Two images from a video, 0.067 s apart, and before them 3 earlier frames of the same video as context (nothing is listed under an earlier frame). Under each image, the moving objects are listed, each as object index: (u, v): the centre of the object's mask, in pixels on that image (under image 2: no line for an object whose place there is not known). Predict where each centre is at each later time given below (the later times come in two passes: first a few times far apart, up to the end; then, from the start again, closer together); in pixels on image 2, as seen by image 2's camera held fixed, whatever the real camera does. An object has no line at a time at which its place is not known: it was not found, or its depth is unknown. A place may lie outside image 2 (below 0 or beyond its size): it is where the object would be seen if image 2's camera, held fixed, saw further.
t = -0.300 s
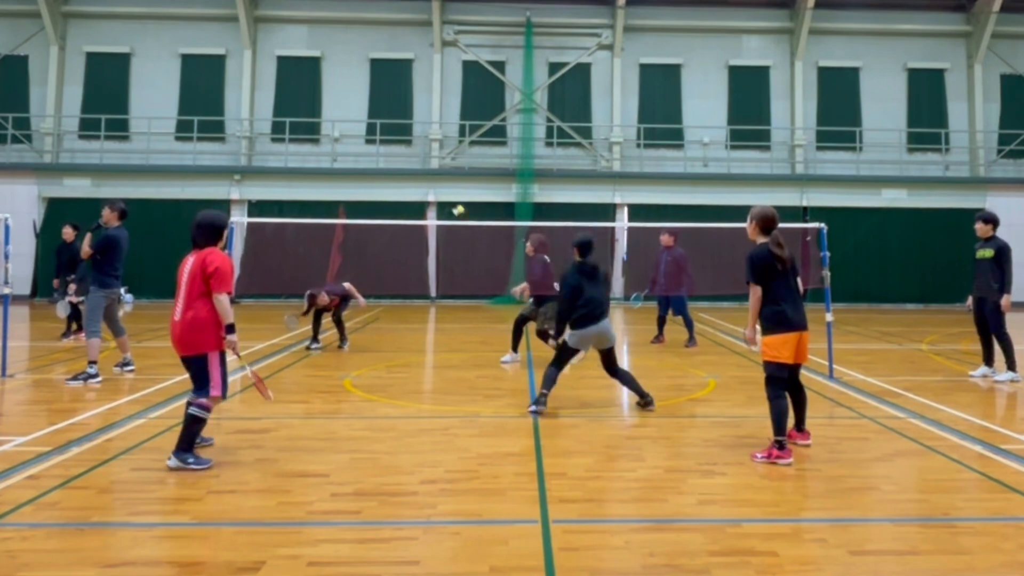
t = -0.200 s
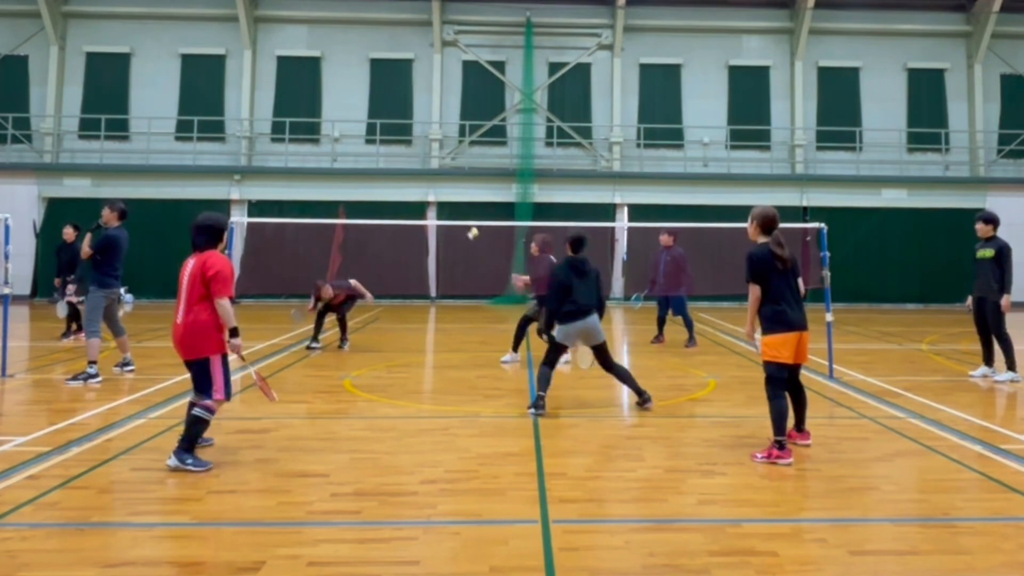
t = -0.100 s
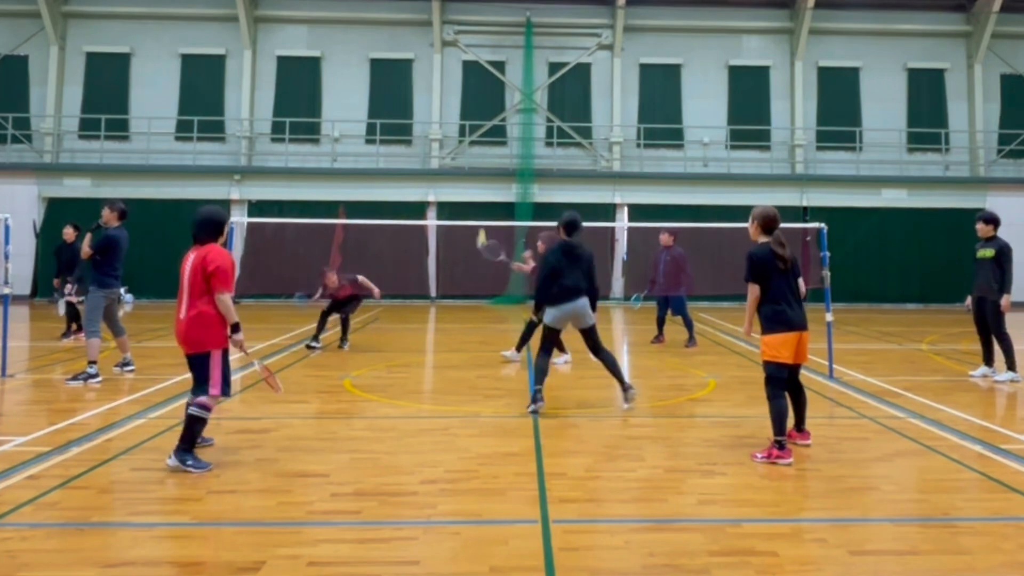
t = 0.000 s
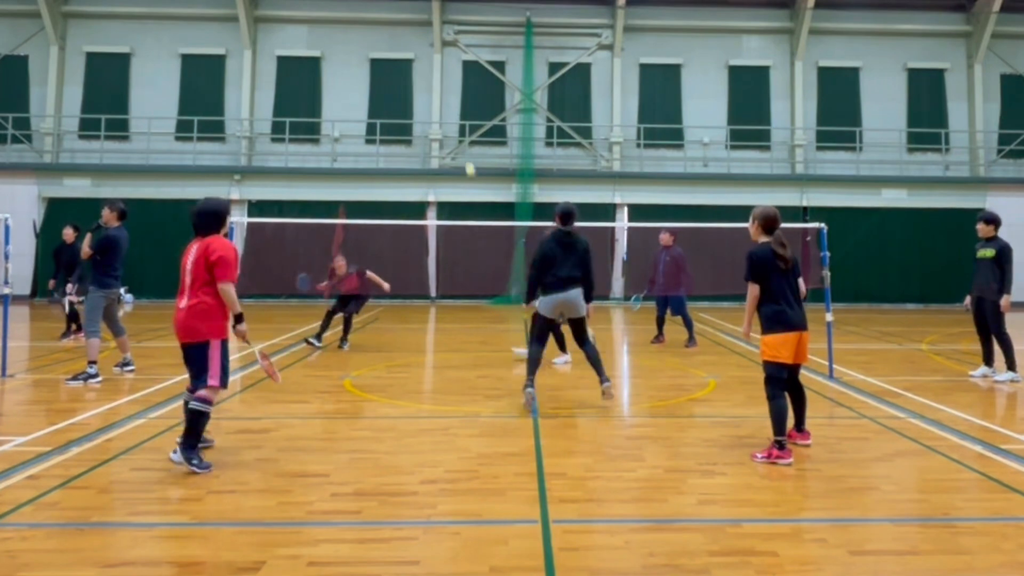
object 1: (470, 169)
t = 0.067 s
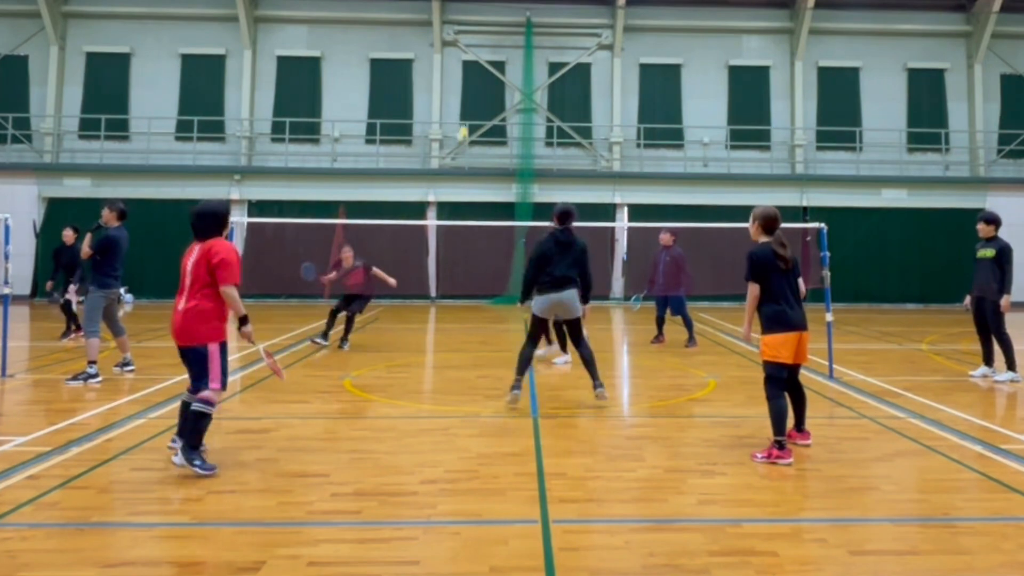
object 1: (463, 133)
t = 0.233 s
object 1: (446, 56)
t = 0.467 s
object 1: (414, 5)
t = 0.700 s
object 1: (373, 17)
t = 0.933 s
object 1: (310, 150)
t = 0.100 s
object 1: (459, 117)
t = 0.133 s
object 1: (456, 100)
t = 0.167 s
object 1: (453, 84)
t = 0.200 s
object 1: (450, 70)
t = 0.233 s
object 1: (446, 56)
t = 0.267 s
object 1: (441, 45)
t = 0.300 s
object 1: (436, 35)
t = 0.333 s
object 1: (430, 26)
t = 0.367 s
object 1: (425, 18)
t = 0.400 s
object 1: (421, 11)
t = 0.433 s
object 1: (417, 6)
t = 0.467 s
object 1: (414, 5)
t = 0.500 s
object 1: (410, 5)
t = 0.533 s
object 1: (405, 5)
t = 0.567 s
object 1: (398, 5)
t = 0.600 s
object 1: (392, 5)
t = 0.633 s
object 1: (385, 6)
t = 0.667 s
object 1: (379, 9)
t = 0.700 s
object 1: (373, 17)
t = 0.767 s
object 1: (358, 41)
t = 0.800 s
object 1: (349, 56)
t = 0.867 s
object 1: (330, 96)
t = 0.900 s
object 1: (320, 122)
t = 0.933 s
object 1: (310, 150)
